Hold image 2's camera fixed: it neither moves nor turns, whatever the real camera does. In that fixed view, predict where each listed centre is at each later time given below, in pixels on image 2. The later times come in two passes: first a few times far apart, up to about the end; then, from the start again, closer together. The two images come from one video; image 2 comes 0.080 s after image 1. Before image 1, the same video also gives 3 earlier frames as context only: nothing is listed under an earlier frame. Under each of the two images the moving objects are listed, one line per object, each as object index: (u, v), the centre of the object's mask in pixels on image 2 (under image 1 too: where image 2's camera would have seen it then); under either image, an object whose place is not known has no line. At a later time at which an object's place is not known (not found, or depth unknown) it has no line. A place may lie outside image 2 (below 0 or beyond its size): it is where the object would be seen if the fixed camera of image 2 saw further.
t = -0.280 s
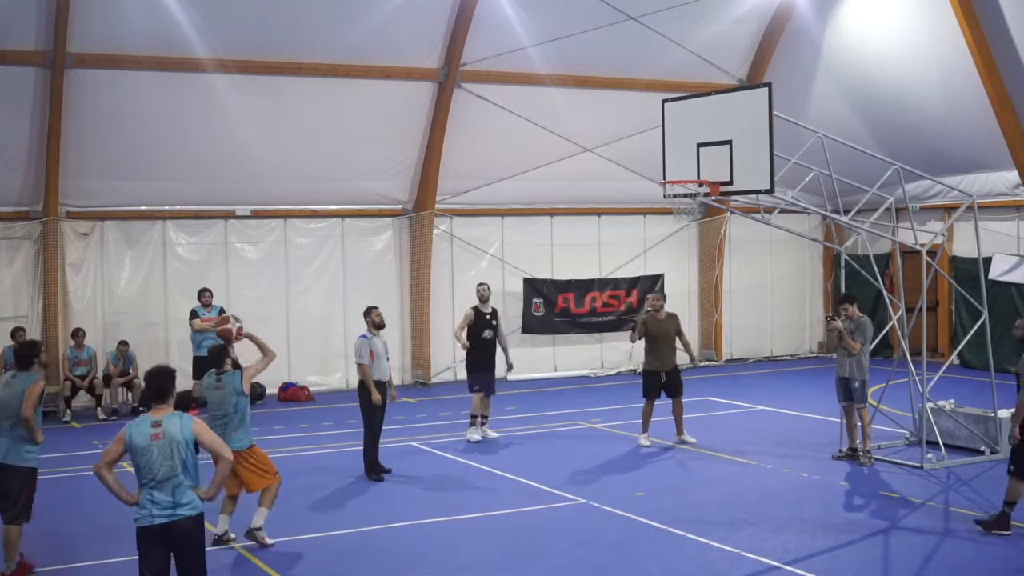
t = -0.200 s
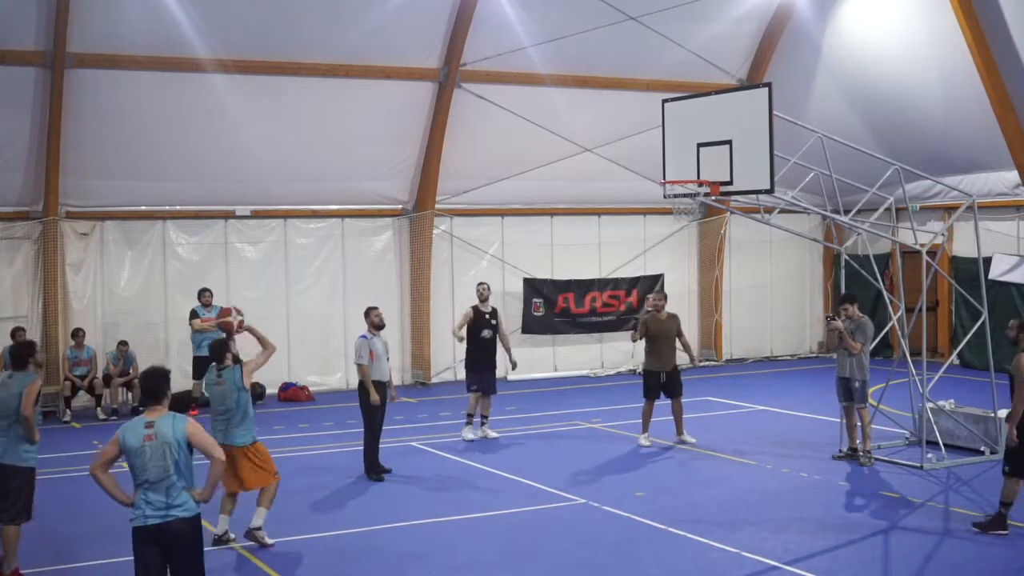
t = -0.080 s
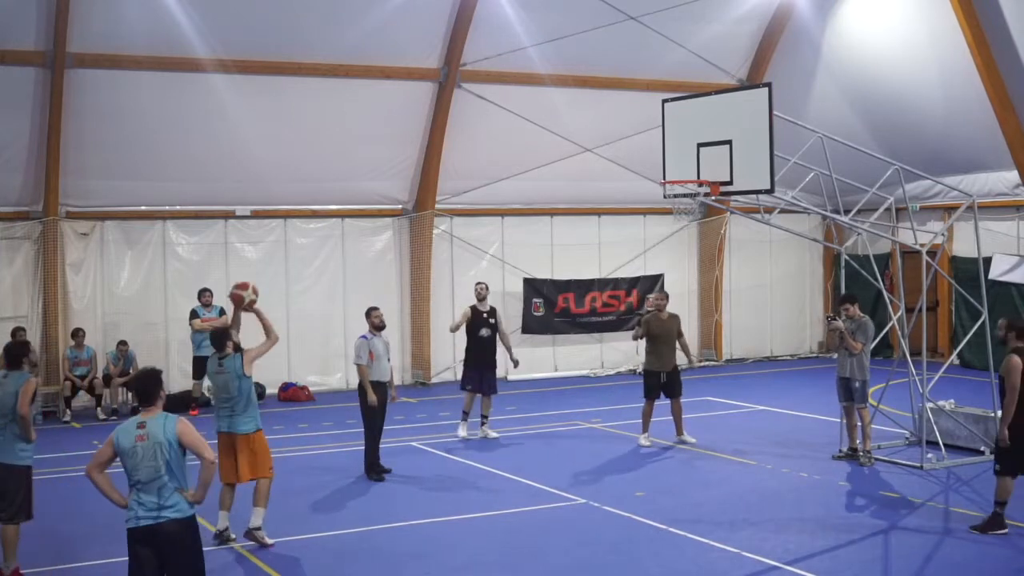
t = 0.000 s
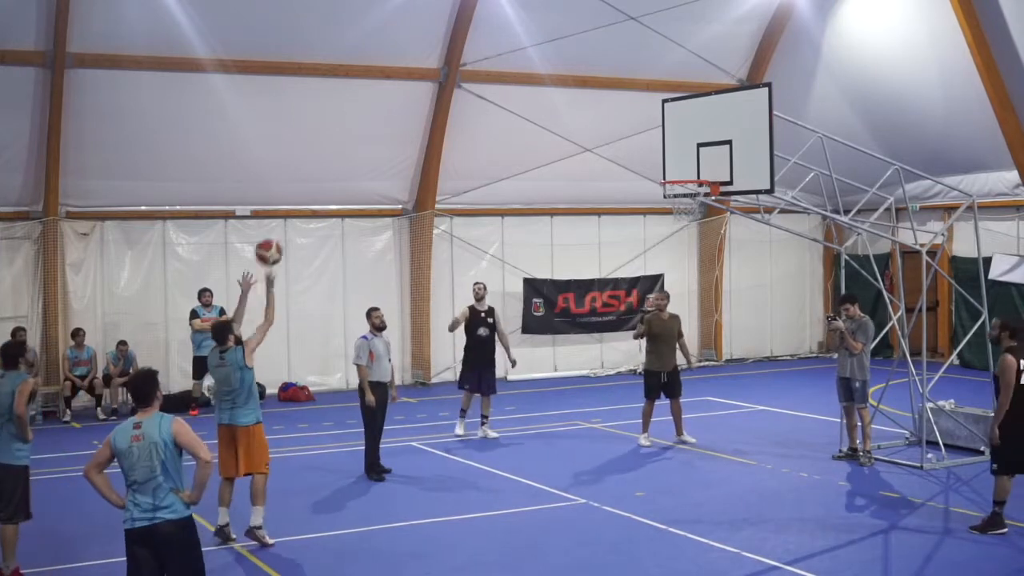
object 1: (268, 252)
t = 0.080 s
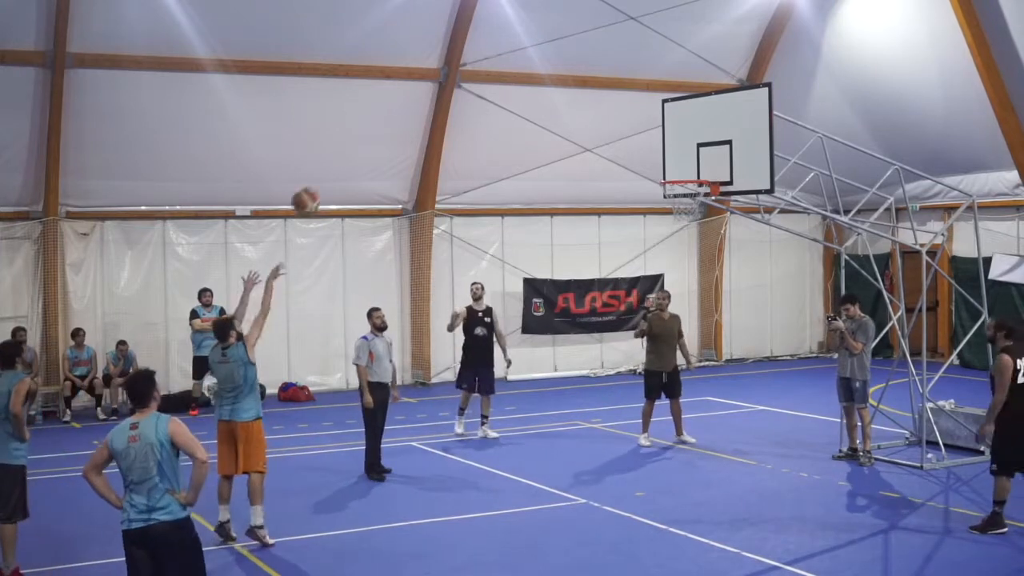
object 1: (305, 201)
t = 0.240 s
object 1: (376, 124)
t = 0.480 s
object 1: (474, 68)
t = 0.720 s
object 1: (568, 75)
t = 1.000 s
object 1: (665, 154)
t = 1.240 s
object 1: (677, 190)
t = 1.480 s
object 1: (695, 208)
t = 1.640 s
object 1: (697, 237)
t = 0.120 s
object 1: (323, 179)
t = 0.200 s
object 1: (359, 141)
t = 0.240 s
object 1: (376, 124)
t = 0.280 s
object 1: (392, 111)
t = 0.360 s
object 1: (427, 88)
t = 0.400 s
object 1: (442, 79)
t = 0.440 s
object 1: (459, 73)
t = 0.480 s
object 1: (474, 68)
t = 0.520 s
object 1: (491, 65)
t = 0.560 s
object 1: (506, 64)
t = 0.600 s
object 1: (522, 64)
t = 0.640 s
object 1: (537, 66)
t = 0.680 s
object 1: (552, 70)
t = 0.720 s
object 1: (568, 75)
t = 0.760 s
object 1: (581, 83)
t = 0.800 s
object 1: (595, 92)
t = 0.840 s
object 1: (610, 101)
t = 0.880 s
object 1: (624, 112)
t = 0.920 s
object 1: (638, 125)
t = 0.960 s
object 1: (652, 139)
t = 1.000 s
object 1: (665, 154)
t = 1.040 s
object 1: (679, 170)
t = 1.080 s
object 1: (687, 179)
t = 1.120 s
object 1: (693, 180)
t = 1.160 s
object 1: (683, 176)
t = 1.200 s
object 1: (672, 185)
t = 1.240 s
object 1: (677, 190)
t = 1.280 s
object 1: (681, 194)
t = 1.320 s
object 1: (686, 193)
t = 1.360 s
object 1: (689, 201)
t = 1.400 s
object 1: (693, 204)
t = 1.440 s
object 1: (694, 206)
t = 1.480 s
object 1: (695, 208)
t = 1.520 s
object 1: (696, 212)
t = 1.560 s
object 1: (696, 222)
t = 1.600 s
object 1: (697, 229)
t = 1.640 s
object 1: (697, 237)
